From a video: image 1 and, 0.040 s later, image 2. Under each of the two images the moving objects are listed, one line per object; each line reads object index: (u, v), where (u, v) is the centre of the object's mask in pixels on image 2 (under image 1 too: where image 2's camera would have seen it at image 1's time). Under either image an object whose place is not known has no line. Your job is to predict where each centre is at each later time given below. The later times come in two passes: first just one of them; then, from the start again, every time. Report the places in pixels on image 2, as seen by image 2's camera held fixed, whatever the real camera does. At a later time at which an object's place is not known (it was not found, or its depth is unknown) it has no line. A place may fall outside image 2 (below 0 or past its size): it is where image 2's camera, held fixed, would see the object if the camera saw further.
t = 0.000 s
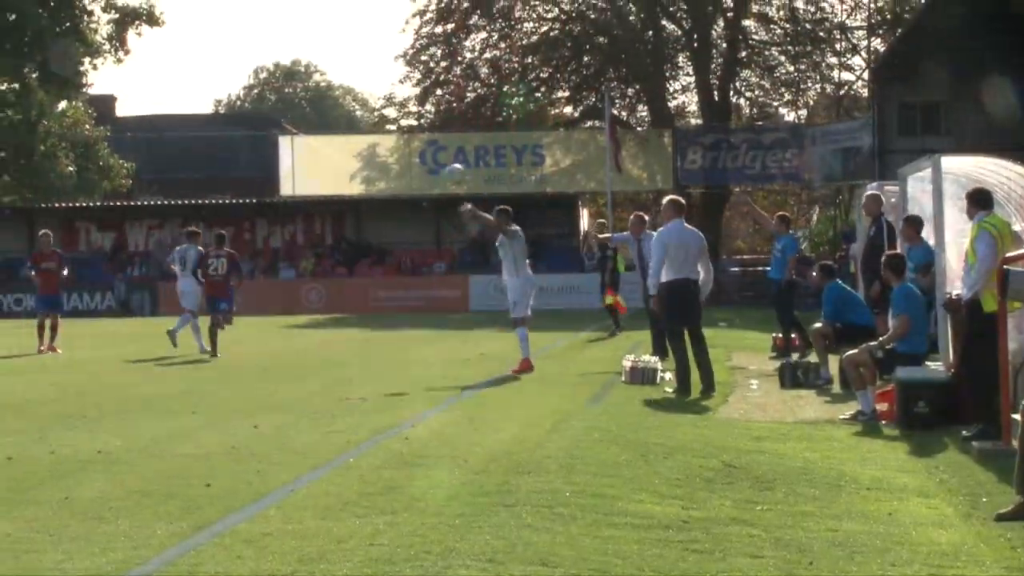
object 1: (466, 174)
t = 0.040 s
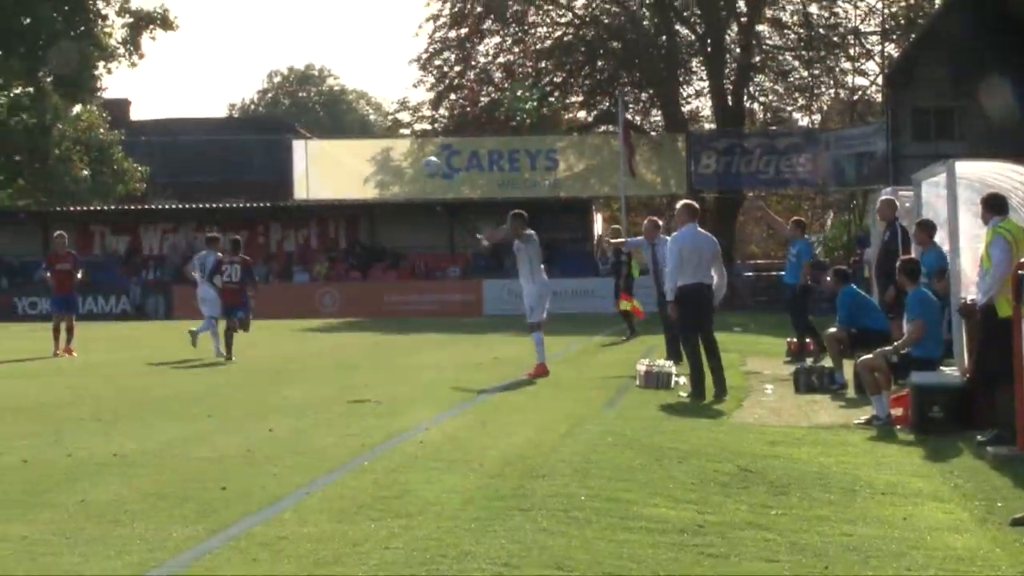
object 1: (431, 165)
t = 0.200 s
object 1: (281, 136)
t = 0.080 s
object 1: (393, 156)
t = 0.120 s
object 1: (356, 147)
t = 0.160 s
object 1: (318, 140)
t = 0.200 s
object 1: (281, 136)
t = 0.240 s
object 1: (243, 133)
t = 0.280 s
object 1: (205, 130)
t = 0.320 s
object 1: (167, 129)
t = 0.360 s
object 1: (129, 129)
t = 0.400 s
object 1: (89, 131)
